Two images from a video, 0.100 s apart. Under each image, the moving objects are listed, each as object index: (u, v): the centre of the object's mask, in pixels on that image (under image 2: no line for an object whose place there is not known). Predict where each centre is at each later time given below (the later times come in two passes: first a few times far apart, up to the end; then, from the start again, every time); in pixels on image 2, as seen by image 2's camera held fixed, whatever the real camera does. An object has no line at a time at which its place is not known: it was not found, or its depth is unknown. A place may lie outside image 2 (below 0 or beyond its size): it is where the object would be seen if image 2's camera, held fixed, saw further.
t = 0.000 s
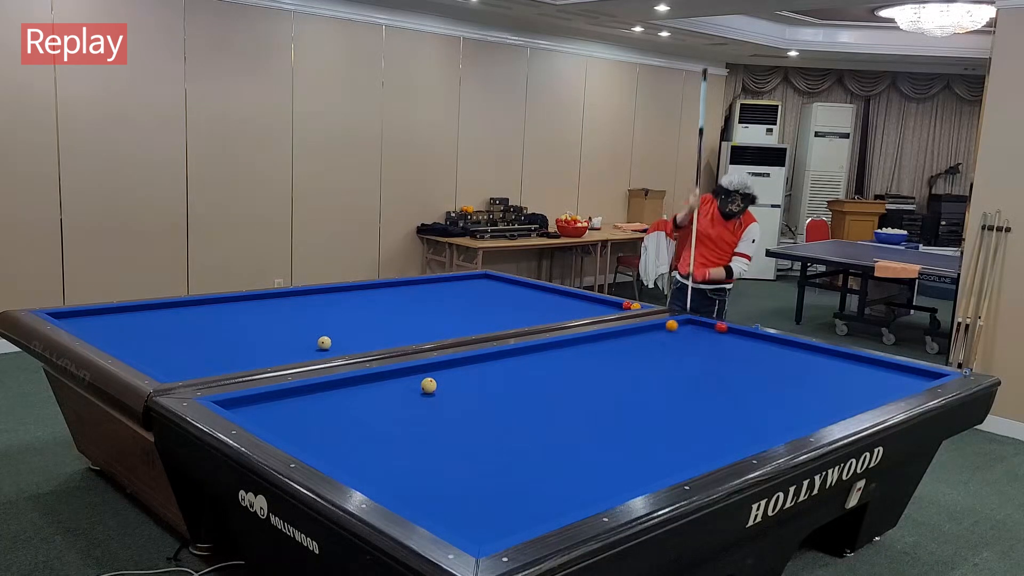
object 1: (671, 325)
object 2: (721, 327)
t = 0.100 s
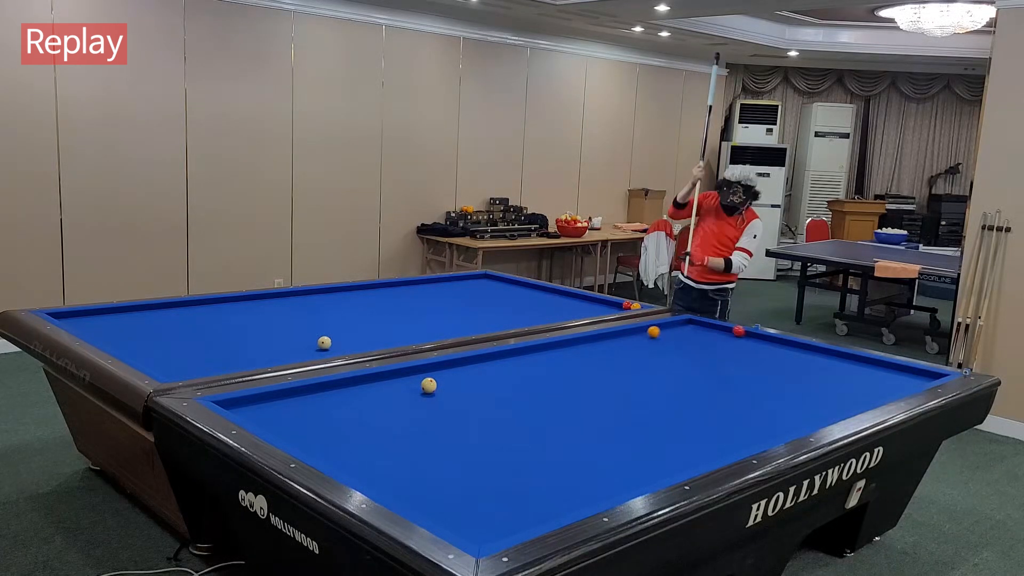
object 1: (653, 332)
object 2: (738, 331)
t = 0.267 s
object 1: (625, 345)
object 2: (764, 337)
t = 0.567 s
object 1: (565, 372)
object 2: (812, 349)
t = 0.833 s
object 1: (495, 405)
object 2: (859, 360)
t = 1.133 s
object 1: (386, 456)
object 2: (915, 373)
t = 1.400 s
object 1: (447, 457)
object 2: (910, 373)
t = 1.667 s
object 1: (548, 443)
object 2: (879, 367)
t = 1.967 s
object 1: (638, 432)
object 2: (847, 362)
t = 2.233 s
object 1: (710, 424)
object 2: (821, 357)
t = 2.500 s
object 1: (776, 417)
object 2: (796, 352)
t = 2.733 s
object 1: (829, 411)
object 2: (776, 348)
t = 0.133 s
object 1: (647, 334)
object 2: (744, 332)
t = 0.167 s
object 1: (642, 337)
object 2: (749, 333)
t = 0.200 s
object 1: (636, 339)
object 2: (754, 334)
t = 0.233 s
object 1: (631, 342)
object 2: (759, 336)
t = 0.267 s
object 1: (625, 345)
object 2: (764, 337)
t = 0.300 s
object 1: (619, 347)
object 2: (769, 338)
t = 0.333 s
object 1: (613, 350)
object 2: (775, 340)
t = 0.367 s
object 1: (607, 353)
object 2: (780, 341)
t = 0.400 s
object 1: (600, 356)
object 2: (785, 343)
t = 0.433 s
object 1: (594, 359)
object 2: (791, 344)
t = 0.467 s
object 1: (587, 363)
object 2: (796, 345)
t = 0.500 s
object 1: (580, 366)
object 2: (802, 346)
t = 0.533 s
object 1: (573, 369)
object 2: (807, 348)
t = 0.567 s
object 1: (565, 372)
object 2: (812, 349)
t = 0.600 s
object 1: (558, 376)
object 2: (818, 350)
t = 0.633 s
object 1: (550, 380)
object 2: (824, 351)
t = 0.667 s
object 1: (541, 383)
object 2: (830, 353)
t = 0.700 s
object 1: (533, 387)
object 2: (835, 354)
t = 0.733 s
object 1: (524, 392)
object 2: (841, 356)
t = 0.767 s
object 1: (515, 396)
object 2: (847, 357)
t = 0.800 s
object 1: (505, 400)
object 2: (853, 359)
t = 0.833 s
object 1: (495, 405)
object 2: (859, 360)
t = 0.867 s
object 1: (485, 410)
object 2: (865, 361)
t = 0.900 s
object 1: (474, 415)
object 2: (871, 363)
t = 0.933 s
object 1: (463, 420)
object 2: (877, 364)
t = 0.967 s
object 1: (452, 426)
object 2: (883, 365)
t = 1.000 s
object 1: (440, 431)
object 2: (889, 367)
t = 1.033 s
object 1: (427, 437)
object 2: (896, 369)
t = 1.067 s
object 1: (414, 443)
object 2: (902, 370)
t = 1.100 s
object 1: (400, 450)
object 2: (909, 372)
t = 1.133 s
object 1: (386, 456)
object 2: (915, 373)
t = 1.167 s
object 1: (371, 463)
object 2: (921, 375)
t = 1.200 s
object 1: (356, 470)
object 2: (928, 376)
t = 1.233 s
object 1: (361, 471)
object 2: (934, 376)
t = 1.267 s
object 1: (380, 468)
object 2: (930, 376)
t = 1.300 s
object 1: (397, 465)
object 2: (924, 376)
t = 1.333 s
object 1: (415, 462)
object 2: (919, 375)
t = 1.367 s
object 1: (431, 460)
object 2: (914, 374)
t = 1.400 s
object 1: (447, 457)
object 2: (910, 373)
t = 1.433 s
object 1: (462, 455)
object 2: (905, 372)
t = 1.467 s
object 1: (476, 453)
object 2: (901, 372)
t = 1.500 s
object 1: (489, 451)
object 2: (898, 371)
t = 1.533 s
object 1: (502, 449)
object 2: (894, 370)
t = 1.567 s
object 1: (515, 447)
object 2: (890, 370)
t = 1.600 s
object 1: (526, 446)
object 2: (887, 369)
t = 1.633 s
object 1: (538, 444)
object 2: (883, 368)
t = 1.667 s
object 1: (548, 443)
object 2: (879, 367)
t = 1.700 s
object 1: (559, 442)
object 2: (875, 367)
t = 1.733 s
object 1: (569, 441)
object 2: (872, 366)
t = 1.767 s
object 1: (579, 439)
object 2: (868, 365)
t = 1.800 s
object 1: (590, 438)
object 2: (865, 365)
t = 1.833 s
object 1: (599, 437)
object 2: (861, 364)
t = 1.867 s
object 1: (609, 436)
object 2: (858, 364)
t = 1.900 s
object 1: (619, 434)
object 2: (854, 363)
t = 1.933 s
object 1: (628, 433)
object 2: (851, 362)
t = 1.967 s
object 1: (638, 432)
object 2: (847, 362)
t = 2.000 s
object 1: (647, 431)
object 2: (844, 361)
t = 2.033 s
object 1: (656, 430)
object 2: (841, 361)
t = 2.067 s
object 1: (665, 429)
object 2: (837, 360)
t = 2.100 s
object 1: (675, 428)
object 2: (834, 359)
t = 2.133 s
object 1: (683, 427)
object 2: (831, 358)
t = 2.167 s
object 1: (692, 426)
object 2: (828, 358)
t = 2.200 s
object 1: (701, 425)
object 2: (824, 357)
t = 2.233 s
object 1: (710, 424)
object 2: (821, 357)
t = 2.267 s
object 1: (718, 423)
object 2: (818, 356)
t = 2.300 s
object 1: (726, 422)
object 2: (815, 356)
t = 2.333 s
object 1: (735, 421)
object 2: (812, 355)
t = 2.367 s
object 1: (743, 420)
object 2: (809, 354)
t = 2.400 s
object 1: (751, 420)
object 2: (806, 354)
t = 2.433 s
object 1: (760, 419)
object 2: (802, 353)
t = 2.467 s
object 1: (767, 418)
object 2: (800, 353)
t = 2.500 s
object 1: (776, 417)
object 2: (796, 352)
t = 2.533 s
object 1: (783, 416)
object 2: (794, 352)
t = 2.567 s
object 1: (791, 415)
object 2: (791, 351)
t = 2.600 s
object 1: (799, 414)
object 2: (787, 350)
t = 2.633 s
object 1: (806, 414)
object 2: (785, 350)
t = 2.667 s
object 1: (814, 413)
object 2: (782, 350)
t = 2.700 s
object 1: (821, 412)
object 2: (779, 349)
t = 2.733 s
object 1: (829, 411)
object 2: (776, 348)
